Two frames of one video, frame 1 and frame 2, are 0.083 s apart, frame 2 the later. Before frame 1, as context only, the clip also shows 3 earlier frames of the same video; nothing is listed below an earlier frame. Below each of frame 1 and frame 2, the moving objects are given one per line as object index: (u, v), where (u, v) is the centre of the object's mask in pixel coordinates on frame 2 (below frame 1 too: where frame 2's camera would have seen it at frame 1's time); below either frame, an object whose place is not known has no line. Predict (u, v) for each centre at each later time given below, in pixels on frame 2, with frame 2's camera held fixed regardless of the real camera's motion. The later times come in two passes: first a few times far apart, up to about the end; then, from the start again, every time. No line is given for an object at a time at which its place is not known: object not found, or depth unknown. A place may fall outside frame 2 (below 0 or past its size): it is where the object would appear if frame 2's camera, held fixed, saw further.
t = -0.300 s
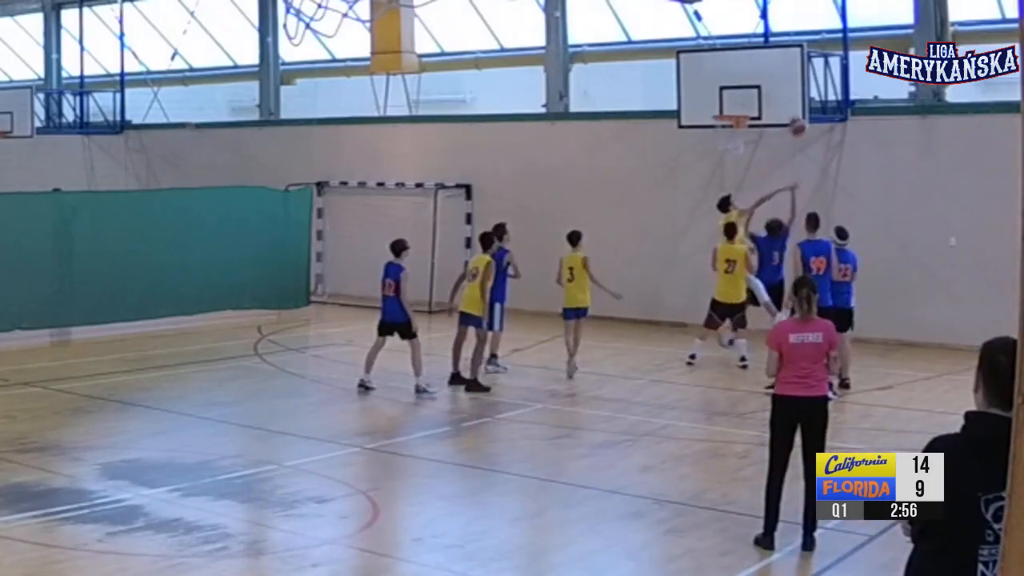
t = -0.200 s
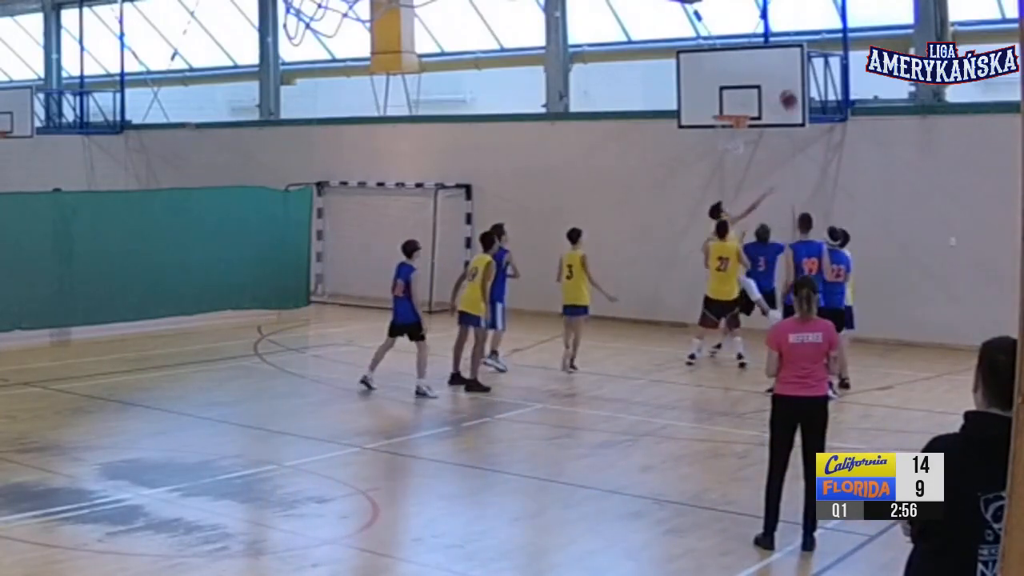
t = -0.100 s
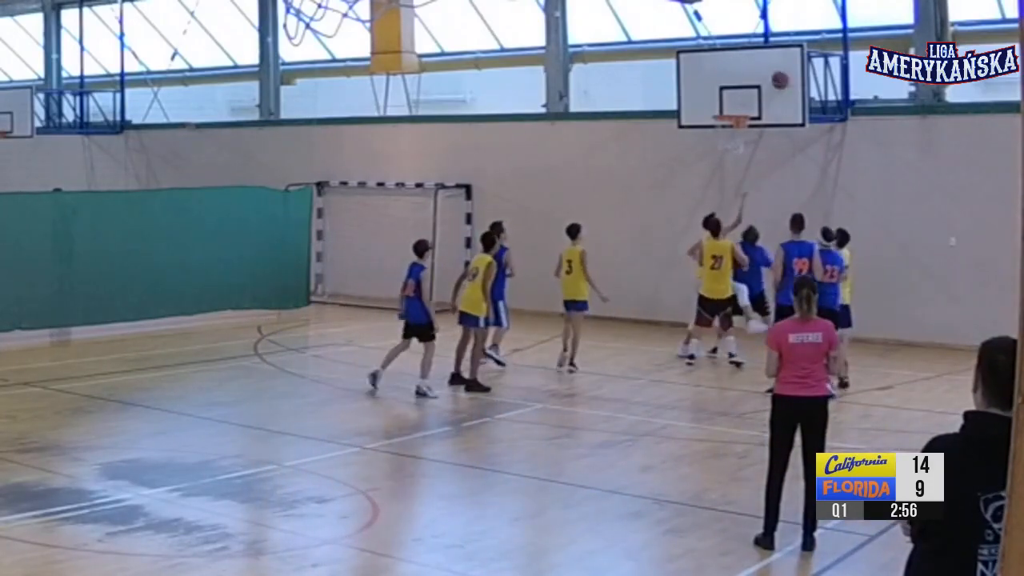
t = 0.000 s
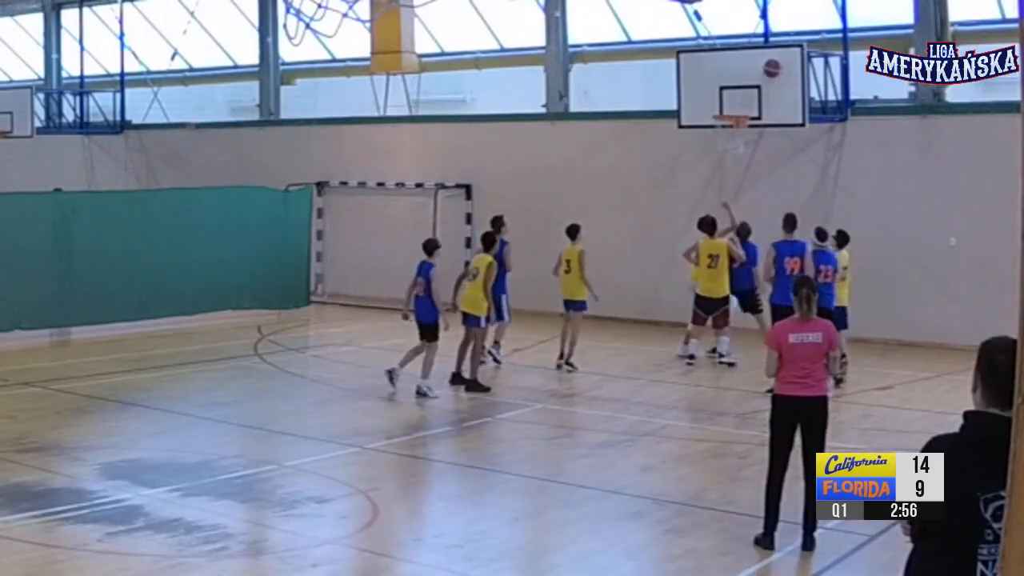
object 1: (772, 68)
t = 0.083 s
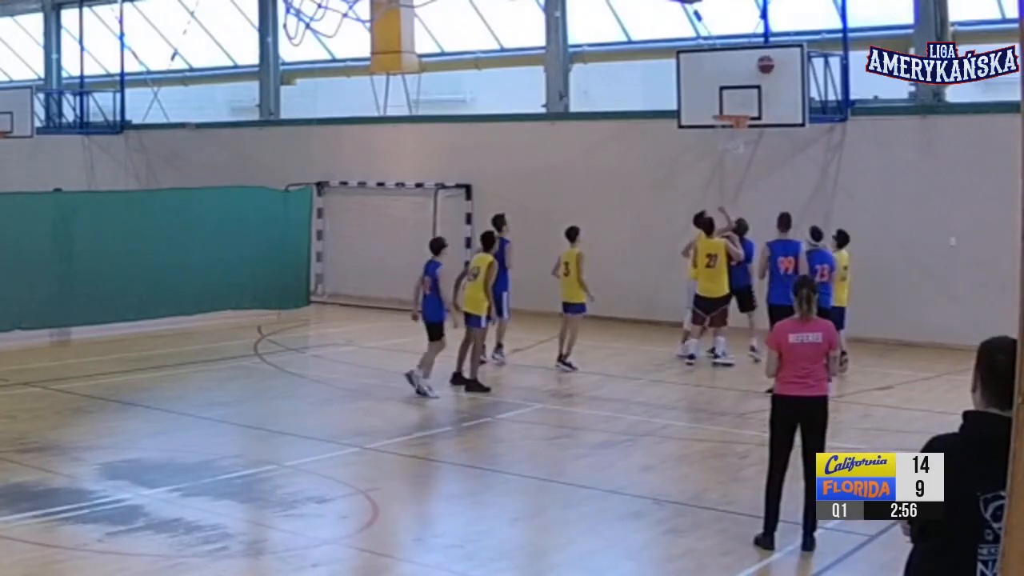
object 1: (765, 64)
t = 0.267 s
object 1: (751, 75)
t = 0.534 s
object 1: (732, 136)
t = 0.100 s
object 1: (764, 64)
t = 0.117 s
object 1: (763, 64)
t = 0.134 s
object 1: (761, 65)
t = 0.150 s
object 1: (760, 65)
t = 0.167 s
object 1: (759, 66)
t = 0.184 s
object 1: (758, 67)
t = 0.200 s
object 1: (756, 68)
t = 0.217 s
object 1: (755, 69)
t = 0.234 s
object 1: (754, 71)
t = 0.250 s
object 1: (752, 73)
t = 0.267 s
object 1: (751, 75)
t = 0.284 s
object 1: (750, 76)
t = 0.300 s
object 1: (749, 79)
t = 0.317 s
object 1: (747, 82)
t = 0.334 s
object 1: (746, 85)
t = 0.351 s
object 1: (745, 88)
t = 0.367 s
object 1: (744, 92)
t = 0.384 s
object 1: (743, 96)
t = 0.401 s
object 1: (742, 100)
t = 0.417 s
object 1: (740, 103)
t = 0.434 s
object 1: (739, 107)
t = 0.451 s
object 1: (738, 109)
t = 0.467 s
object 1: (737, 112)
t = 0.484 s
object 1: (735, 122)
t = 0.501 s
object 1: (731, 128)
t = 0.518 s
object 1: (730, 132)
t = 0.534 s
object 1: (732, 136)
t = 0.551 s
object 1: (731, 142)
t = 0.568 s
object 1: (729, 149)
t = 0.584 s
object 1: (729, 155)
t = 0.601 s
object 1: (728, 161)
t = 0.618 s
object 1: (727, 167)
